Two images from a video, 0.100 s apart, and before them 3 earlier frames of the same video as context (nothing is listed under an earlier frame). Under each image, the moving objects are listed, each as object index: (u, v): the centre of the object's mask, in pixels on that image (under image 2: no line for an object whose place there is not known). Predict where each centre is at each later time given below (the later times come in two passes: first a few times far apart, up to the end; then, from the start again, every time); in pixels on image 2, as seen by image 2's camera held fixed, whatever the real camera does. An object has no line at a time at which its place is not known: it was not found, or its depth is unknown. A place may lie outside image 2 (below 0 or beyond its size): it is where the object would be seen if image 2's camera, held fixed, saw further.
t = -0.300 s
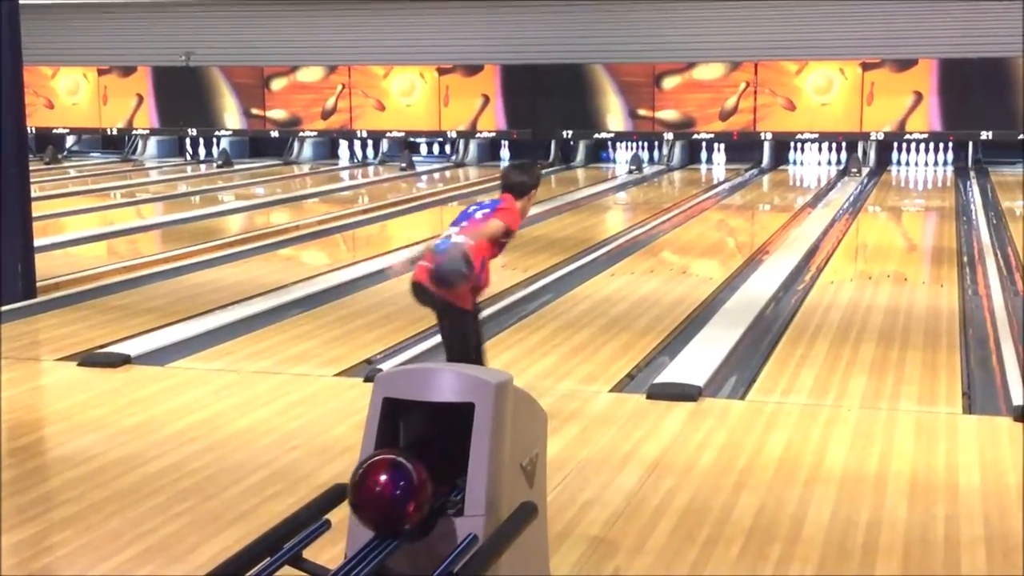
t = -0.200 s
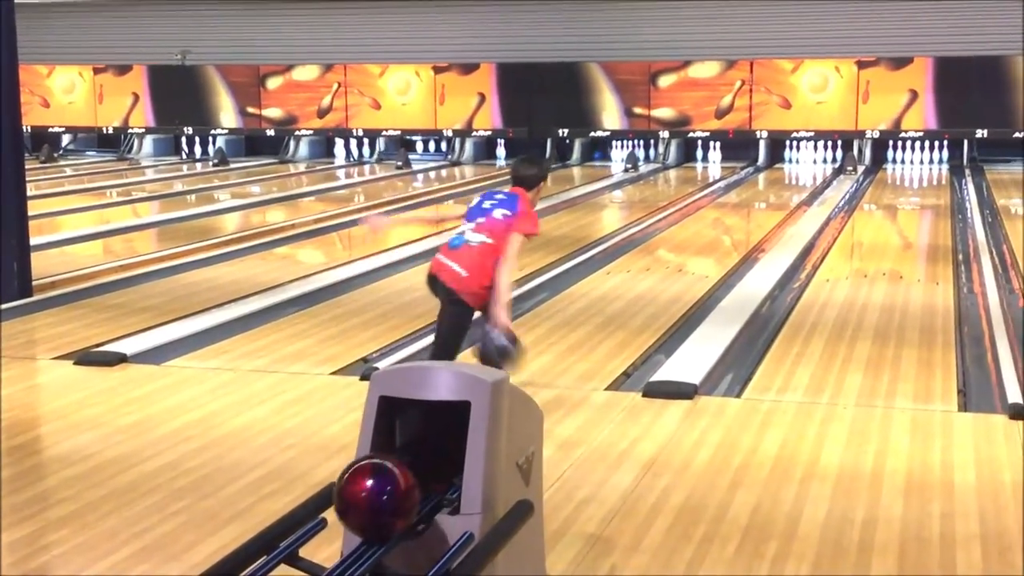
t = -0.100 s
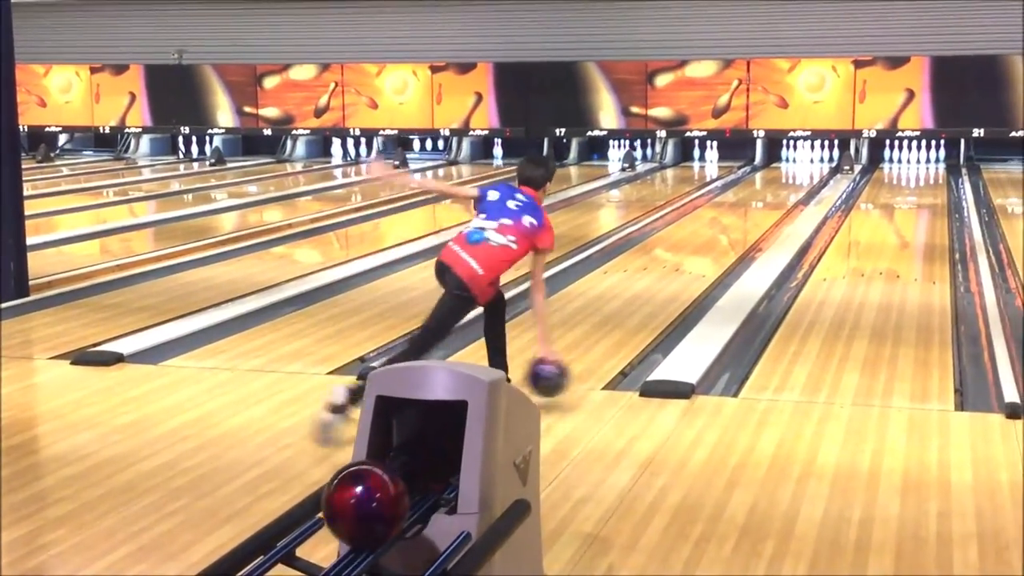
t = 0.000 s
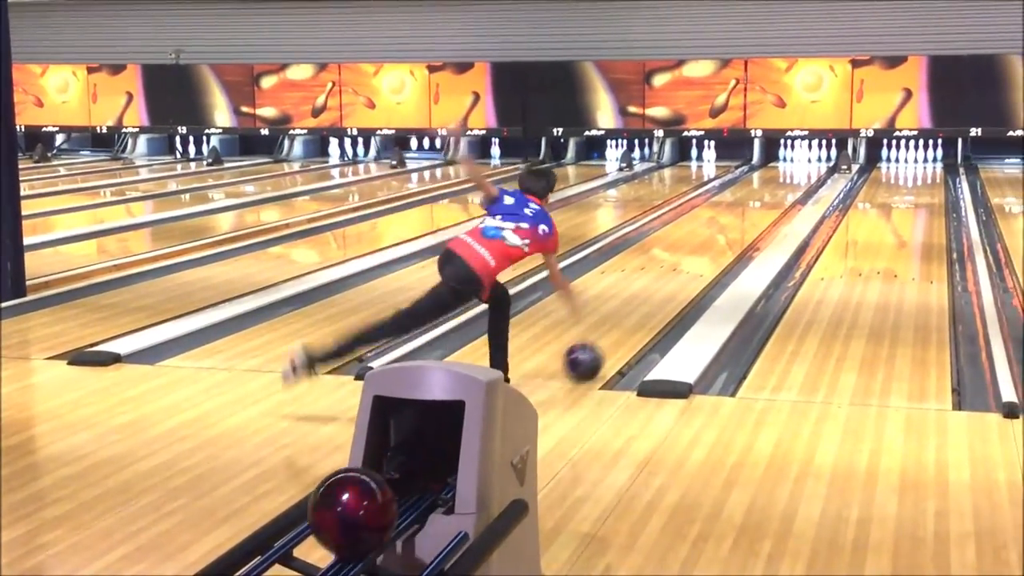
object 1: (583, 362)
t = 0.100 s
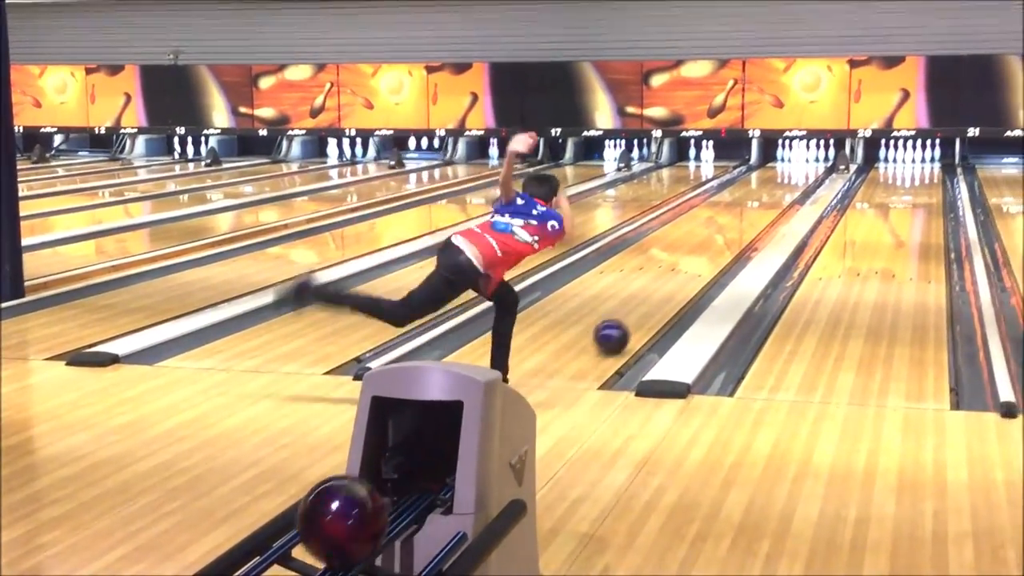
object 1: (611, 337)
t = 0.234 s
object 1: (643, 310)
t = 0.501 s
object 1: (690, 269)
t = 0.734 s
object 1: (719, 243)
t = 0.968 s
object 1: (741, 224)
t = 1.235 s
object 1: (760, 206)
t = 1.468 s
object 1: (773, 194)
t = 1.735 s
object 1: (783, 183)
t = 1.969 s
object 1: (790, 174)
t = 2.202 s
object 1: (796, 167)
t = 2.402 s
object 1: (800, 162)
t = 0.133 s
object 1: (620, 330)
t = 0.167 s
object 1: (628, 322)
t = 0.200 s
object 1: (635, 316)
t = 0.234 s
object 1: (643, 310)
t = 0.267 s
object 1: (650, 304)
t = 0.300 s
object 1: (657, 298)
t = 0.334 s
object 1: (663, 293)
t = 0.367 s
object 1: (669, 288)
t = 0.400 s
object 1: (675, 282)
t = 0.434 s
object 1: (680, 278)
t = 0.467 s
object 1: (685, 273)
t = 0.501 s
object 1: (690, 269)
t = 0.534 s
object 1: (695, 265)
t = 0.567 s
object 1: (700, 261)
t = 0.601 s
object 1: (704, 257)
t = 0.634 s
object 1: (708, 254)
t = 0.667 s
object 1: (712, 250)
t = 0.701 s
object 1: (716, 247)
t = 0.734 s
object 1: (719, 243)
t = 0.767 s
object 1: (723, 240)
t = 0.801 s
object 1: (727, 237)
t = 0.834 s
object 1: (730, 234)
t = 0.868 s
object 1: (732, 232)
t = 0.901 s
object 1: (736, 229)
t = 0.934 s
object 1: (739, 226)
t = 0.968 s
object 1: (741, 224)
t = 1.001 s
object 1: (744, 221)
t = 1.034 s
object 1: (747, 219)
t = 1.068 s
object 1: (749, 216)
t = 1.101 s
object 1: (752, 213)
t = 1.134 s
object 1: (754, 211)
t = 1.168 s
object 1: (756, 209)
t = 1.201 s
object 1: (758, 208)
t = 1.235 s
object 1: (760, 206)
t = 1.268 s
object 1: (762, 204)
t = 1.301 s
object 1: (764, 202)
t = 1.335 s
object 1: (766, 201)
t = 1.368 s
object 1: (767, 199)
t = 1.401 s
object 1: (769, 197)
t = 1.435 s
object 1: (771, 195)
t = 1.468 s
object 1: (773, 194)
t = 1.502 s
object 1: (774, 192)
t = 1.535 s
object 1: (776, 191)
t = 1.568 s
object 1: (777, 189)
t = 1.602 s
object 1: (778, 188)
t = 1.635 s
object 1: (780, 187)
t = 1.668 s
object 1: (781, 185)
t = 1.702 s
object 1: (782, 184)
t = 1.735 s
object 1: (783, 183)
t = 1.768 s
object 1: (785, 181)
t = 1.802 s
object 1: (786, 180)
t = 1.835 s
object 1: (787, 179)
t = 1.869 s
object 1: (788, 178)
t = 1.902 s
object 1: (789, 176)
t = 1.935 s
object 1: (790, 175)
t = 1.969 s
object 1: (790, 174)
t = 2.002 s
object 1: (791, 173)
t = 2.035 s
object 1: (792, 172)
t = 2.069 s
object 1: (793, 171)
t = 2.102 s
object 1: (794, 170)
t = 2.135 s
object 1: (795, 169)
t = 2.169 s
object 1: (796, 168)
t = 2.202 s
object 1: (796, 167)
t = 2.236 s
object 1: (796, 166)
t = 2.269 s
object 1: (797, 165)
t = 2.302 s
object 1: (798, 164)
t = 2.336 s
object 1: (798, 164)
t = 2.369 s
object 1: (799, 163)
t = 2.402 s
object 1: (800, 162)
